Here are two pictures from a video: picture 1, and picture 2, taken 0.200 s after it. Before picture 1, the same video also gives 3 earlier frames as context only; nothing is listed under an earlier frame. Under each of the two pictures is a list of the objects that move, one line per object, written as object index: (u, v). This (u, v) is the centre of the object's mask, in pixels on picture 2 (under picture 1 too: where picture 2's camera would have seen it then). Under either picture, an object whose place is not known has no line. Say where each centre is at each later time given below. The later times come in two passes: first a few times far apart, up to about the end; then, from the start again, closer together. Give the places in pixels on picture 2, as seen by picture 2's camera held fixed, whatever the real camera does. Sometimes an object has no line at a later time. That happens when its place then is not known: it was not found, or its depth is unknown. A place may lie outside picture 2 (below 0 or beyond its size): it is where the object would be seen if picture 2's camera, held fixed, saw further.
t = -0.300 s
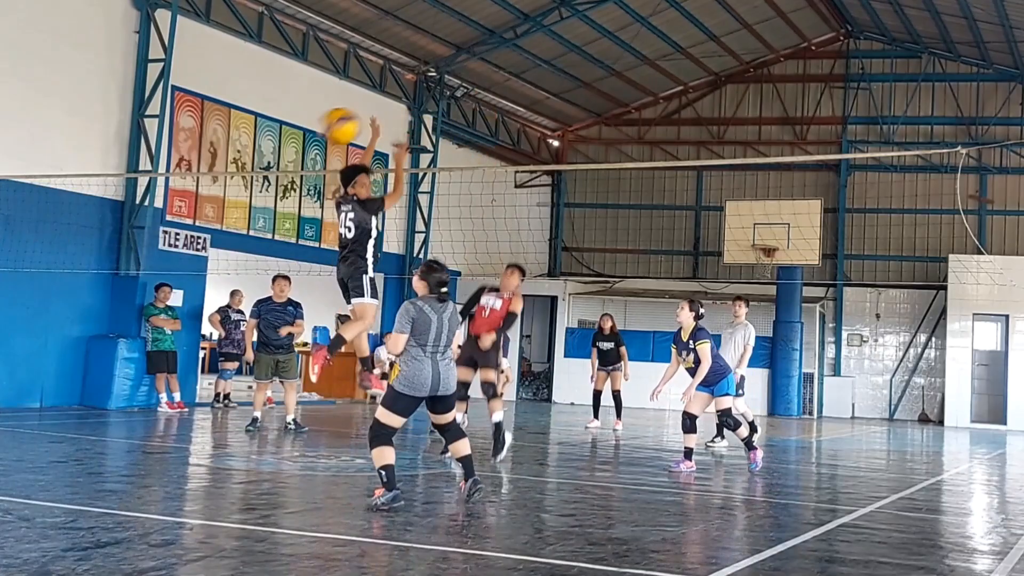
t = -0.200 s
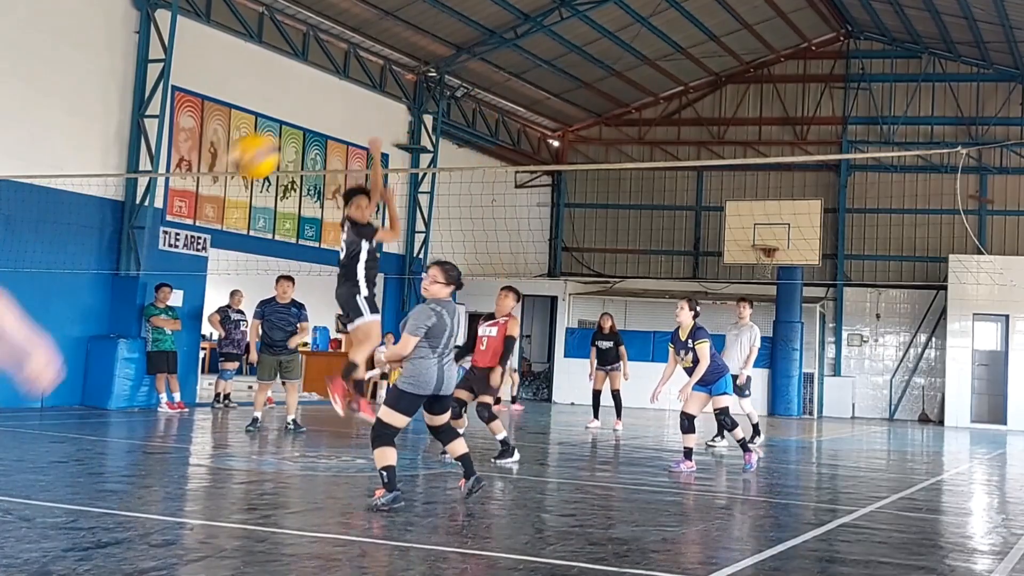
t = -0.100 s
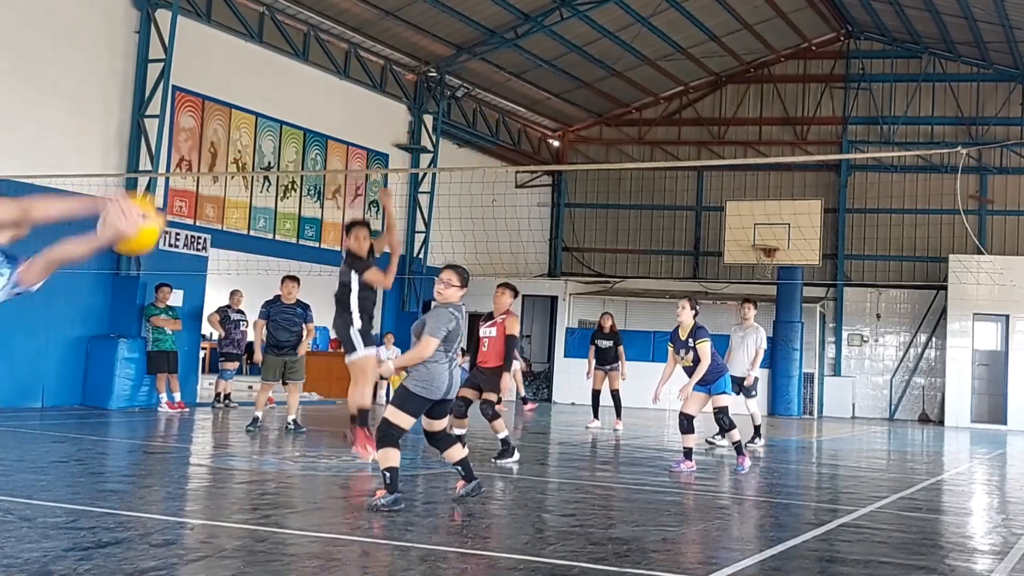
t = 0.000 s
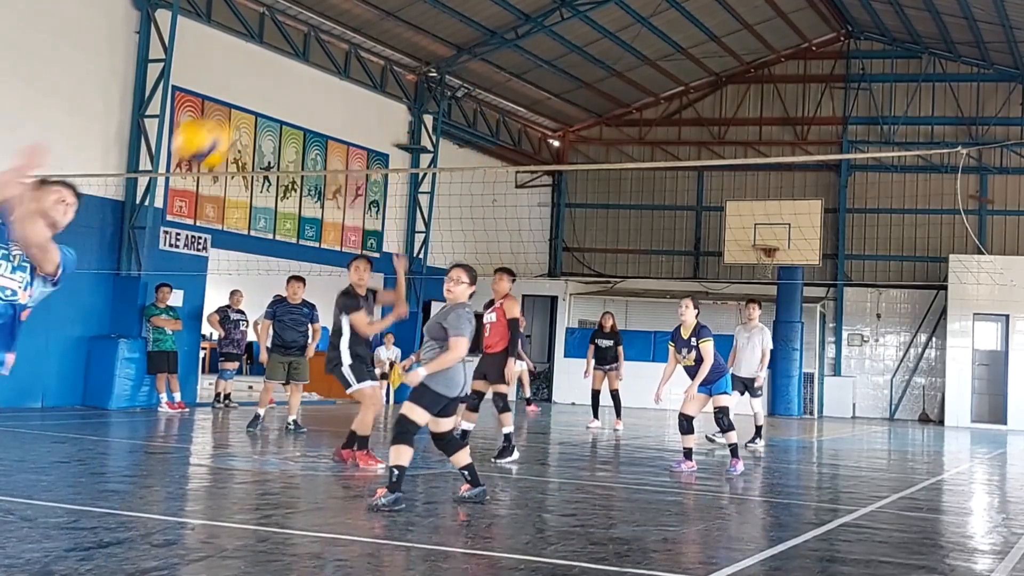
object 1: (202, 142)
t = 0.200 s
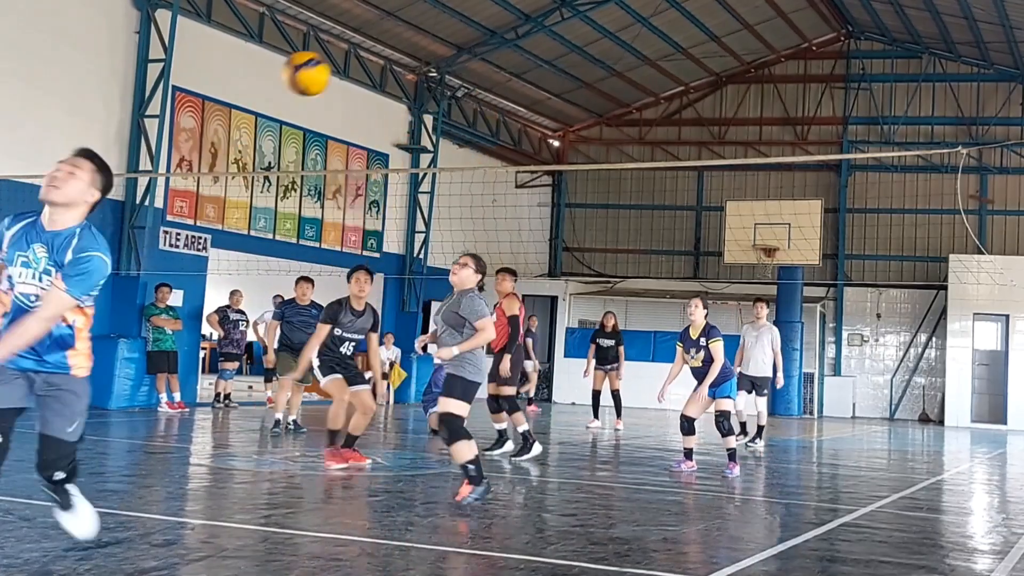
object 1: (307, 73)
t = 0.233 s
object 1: (320, 72)
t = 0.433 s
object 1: (382, 103)
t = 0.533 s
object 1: (406, 140)
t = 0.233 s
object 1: (320, 72)
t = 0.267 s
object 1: (332, 72)
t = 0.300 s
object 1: (343, 75)
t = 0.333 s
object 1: (354, 79)
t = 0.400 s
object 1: (374, 93)
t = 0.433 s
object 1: (382, 103)
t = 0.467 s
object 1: (391, 113)
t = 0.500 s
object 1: (399, 126)
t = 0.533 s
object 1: (406, 140)
